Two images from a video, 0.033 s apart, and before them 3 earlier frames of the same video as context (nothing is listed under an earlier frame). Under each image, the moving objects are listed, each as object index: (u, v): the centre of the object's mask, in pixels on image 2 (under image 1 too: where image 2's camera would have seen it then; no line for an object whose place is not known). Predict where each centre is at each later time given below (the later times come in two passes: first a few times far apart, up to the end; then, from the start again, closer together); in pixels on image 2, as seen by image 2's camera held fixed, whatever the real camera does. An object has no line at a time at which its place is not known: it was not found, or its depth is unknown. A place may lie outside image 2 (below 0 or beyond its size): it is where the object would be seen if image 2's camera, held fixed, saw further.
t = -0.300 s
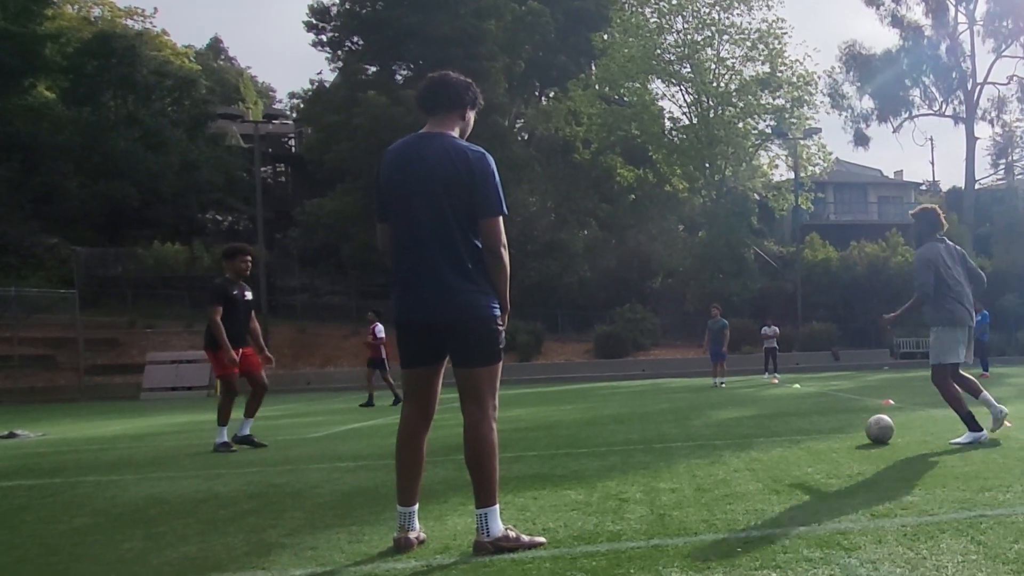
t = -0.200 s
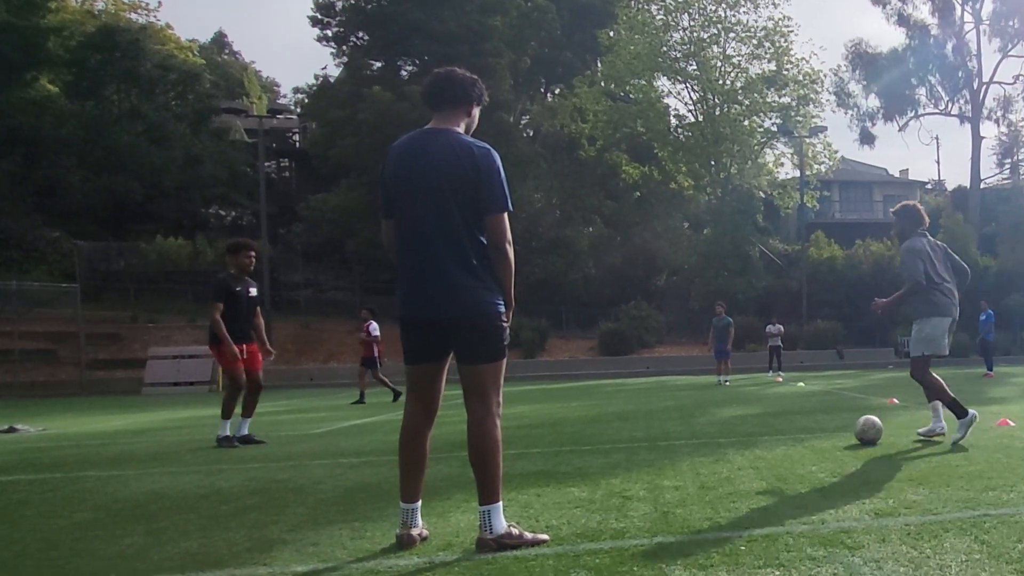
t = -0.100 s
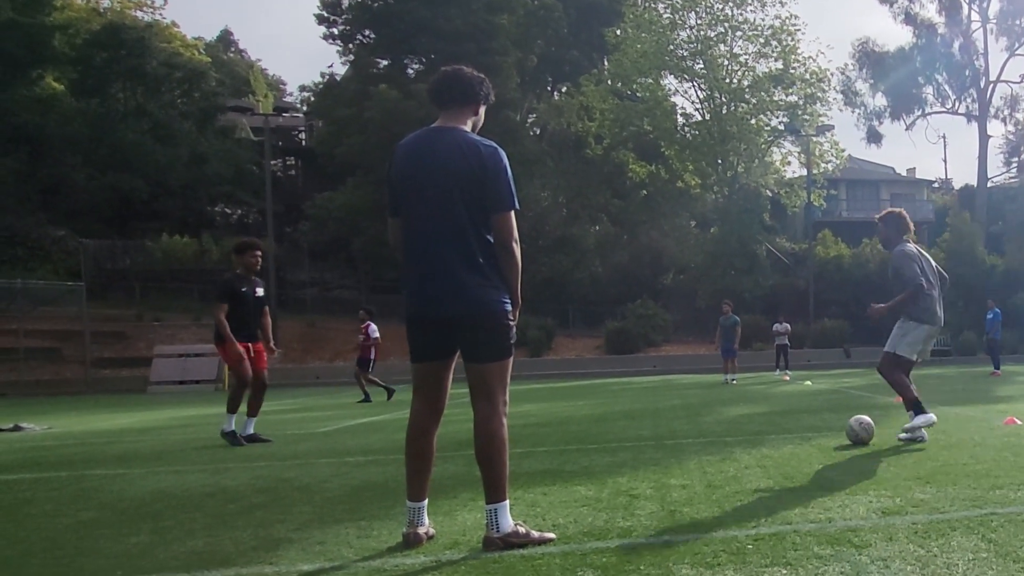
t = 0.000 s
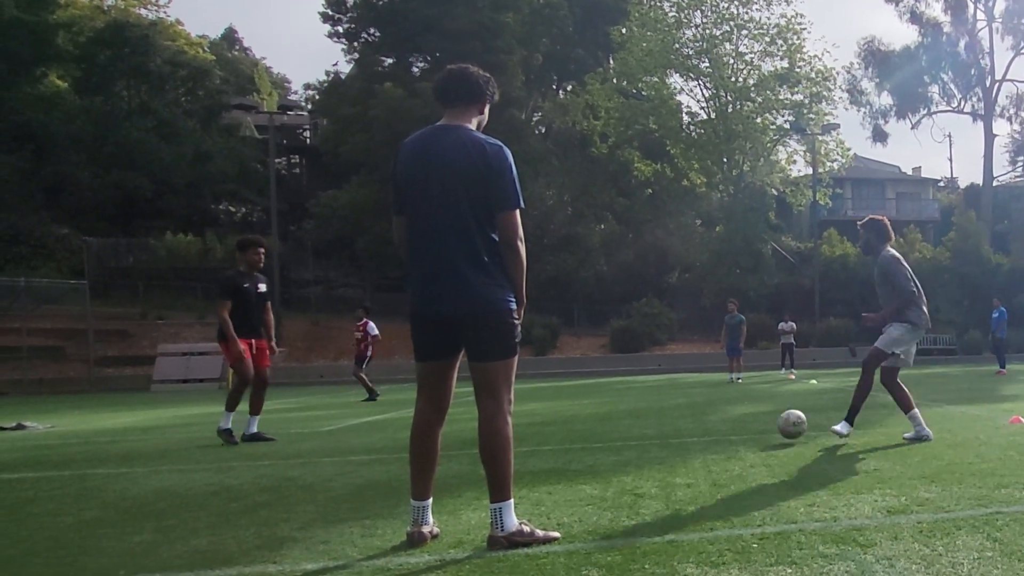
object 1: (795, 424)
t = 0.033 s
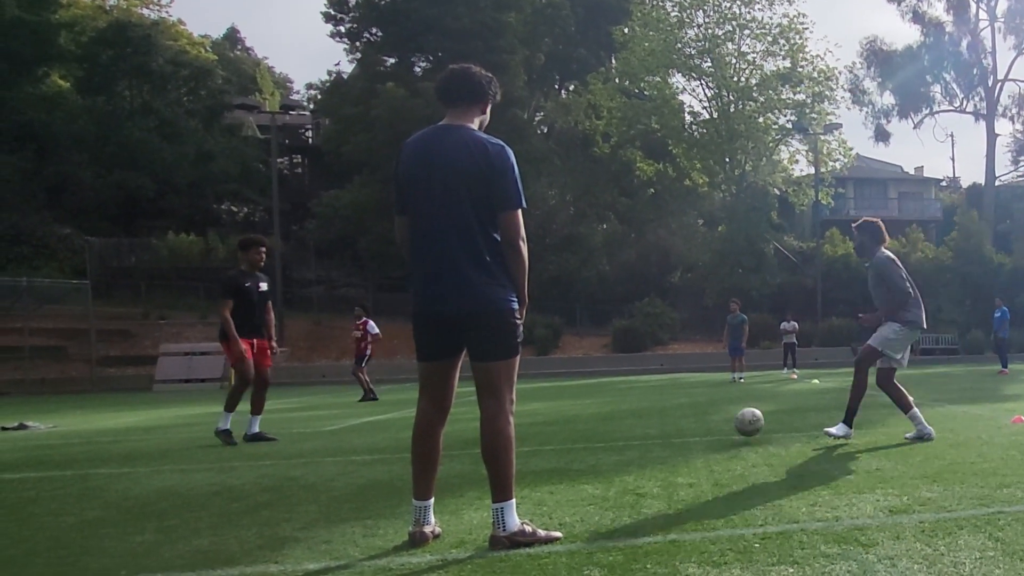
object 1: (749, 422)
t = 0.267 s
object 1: (474, 426)
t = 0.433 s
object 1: (337, 431)
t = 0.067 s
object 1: (706, 421)
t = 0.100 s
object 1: (664, 422)
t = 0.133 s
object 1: (623, 424)
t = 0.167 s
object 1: (584, 428)
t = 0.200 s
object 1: (546, 430)
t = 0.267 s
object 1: (474, 426)
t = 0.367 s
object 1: (392, 428)
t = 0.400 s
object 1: (363, 431)
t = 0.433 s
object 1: (337, 431)
